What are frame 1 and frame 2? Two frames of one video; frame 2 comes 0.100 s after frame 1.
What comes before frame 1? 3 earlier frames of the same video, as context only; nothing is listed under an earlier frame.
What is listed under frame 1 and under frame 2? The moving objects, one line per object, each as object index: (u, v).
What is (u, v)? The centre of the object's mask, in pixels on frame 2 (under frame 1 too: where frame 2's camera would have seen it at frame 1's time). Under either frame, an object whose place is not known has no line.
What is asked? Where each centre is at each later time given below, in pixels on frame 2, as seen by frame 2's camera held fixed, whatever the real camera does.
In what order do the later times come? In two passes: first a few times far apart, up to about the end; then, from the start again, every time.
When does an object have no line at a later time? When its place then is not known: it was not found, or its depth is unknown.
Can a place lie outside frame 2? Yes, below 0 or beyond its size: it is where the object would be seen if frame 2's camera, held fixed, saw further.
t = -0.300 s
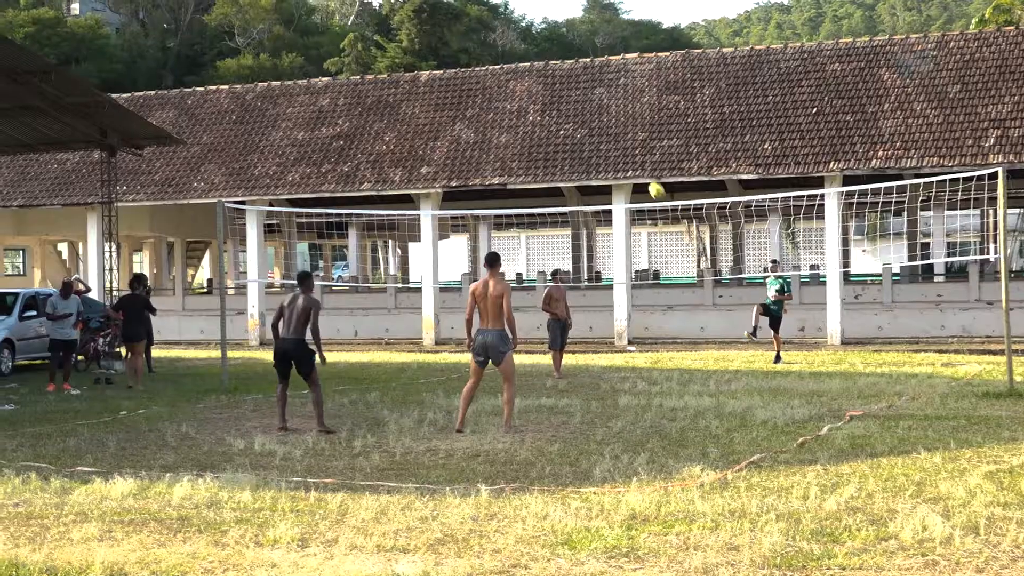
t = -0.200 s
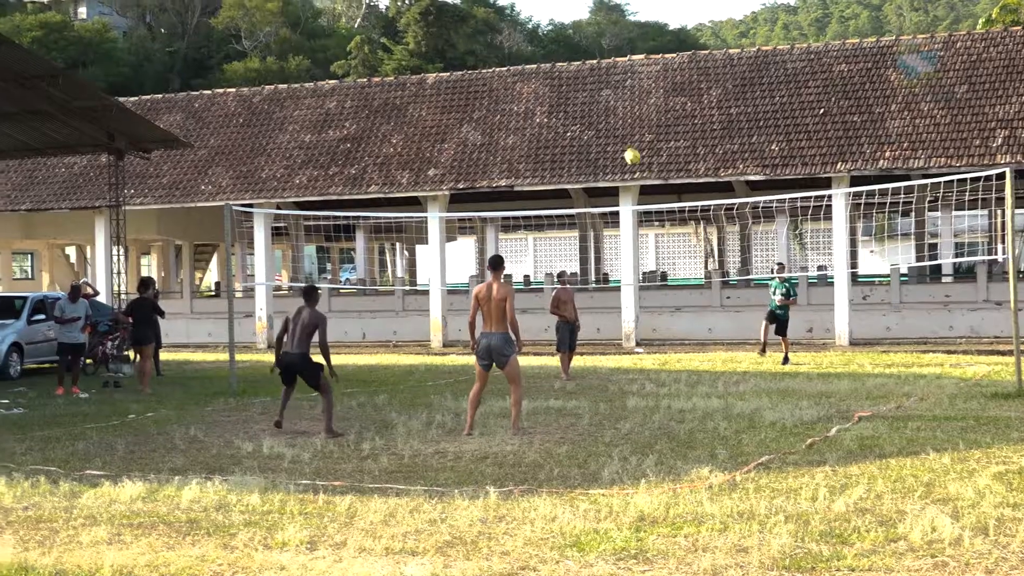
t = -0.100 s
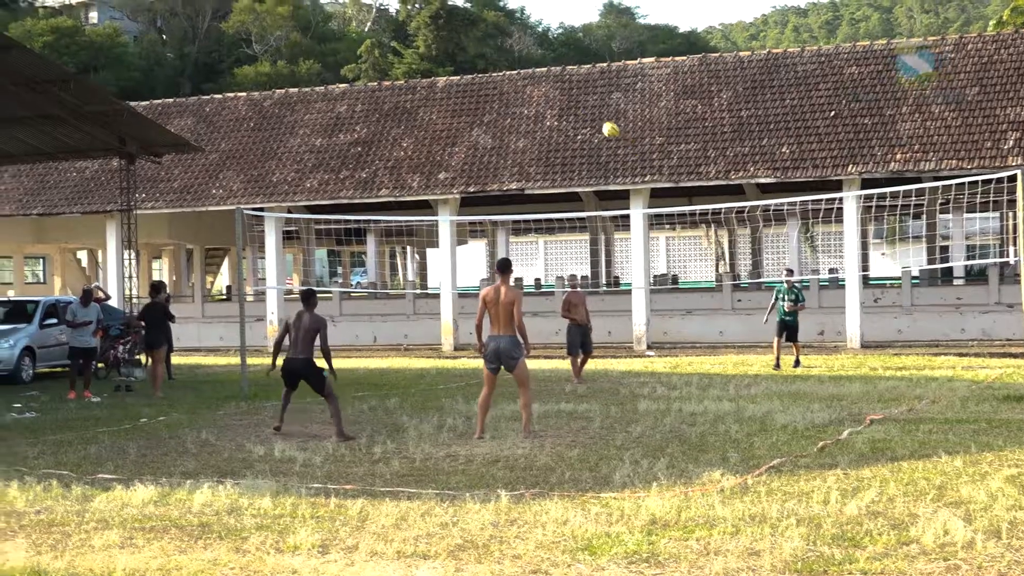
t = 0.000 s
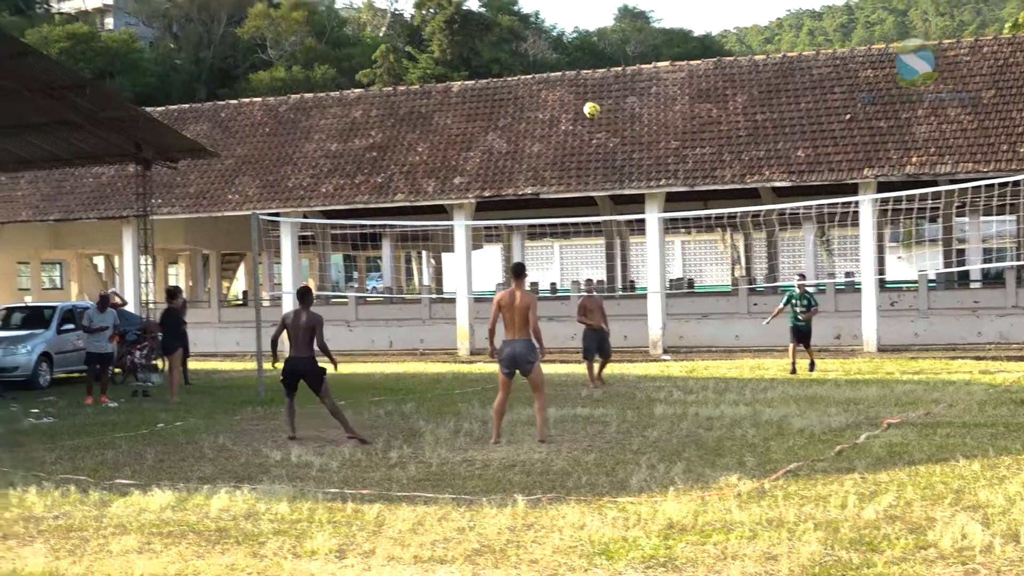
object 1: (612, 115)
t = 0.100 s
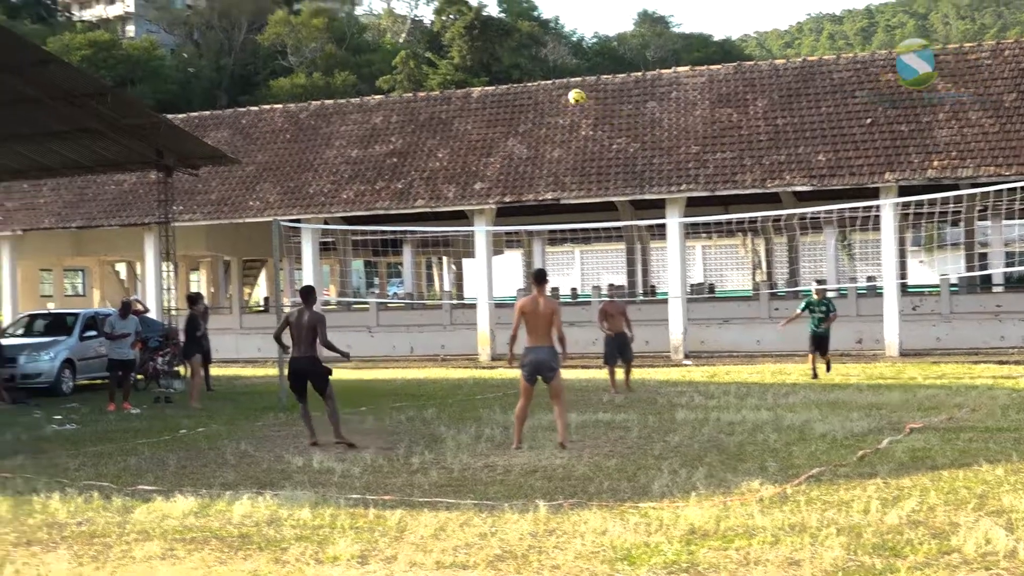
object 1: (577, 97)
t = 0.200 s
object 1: (540, 85)
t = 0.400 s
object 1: (460, 81)
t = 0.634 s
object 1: (357, 118)
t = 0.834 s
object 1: (255, 194)
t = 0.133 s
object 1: (564, 92)
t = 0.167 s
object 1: (552, 89)
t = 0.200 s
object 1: (540, 85)
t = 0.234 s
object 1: (527, 82)
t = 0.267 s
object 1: (514, 80)
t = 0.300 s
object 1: (501, 79)
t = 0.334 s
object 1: (488, 79)
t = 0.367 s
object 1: (474, 80)
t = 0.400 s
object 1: (460, 81)
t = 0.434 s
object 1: (447, 84)
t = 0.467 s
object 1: (432, 87)
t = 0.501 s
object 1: (418, 91)
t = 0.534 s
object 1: (403, 97)
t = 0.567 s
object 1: (388, 102)
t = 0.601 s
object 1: (372, 110)
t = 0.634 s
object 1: (357, 118)
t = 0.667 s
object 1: (340, 128)
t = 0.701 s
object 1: (325, 137)
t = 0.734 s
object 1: (308, 151)
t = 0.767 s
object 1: (291, 163)
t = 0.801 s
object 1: (273, 178)
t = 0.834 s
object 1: (255, 194)
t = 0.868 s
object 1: (237, 210)
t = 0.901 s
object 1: (219, 229)
